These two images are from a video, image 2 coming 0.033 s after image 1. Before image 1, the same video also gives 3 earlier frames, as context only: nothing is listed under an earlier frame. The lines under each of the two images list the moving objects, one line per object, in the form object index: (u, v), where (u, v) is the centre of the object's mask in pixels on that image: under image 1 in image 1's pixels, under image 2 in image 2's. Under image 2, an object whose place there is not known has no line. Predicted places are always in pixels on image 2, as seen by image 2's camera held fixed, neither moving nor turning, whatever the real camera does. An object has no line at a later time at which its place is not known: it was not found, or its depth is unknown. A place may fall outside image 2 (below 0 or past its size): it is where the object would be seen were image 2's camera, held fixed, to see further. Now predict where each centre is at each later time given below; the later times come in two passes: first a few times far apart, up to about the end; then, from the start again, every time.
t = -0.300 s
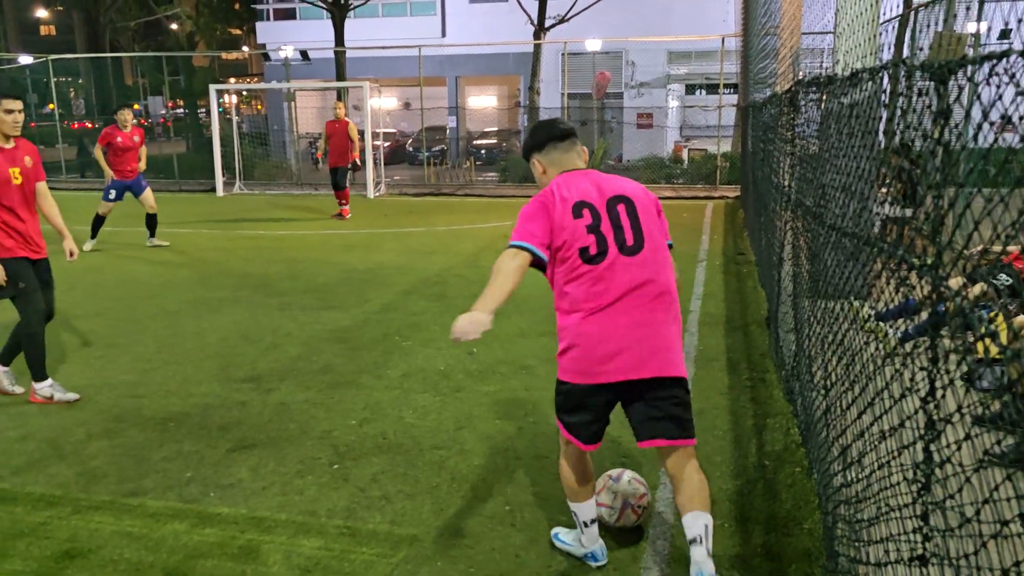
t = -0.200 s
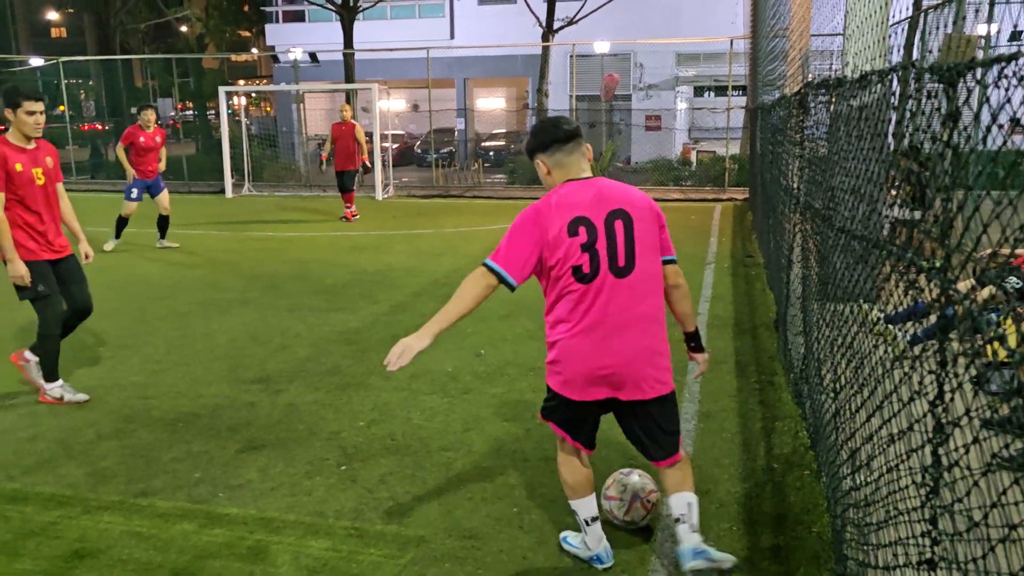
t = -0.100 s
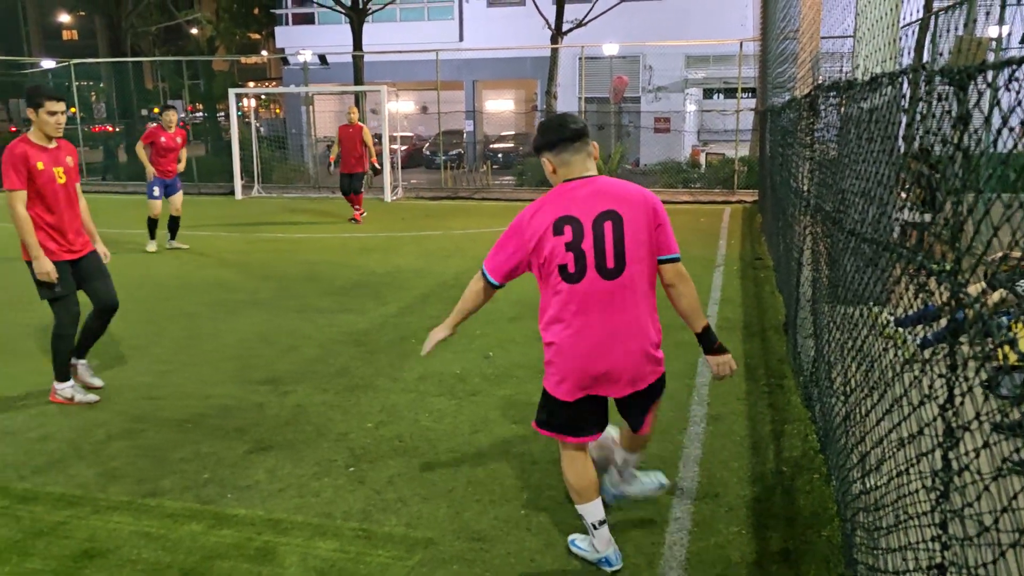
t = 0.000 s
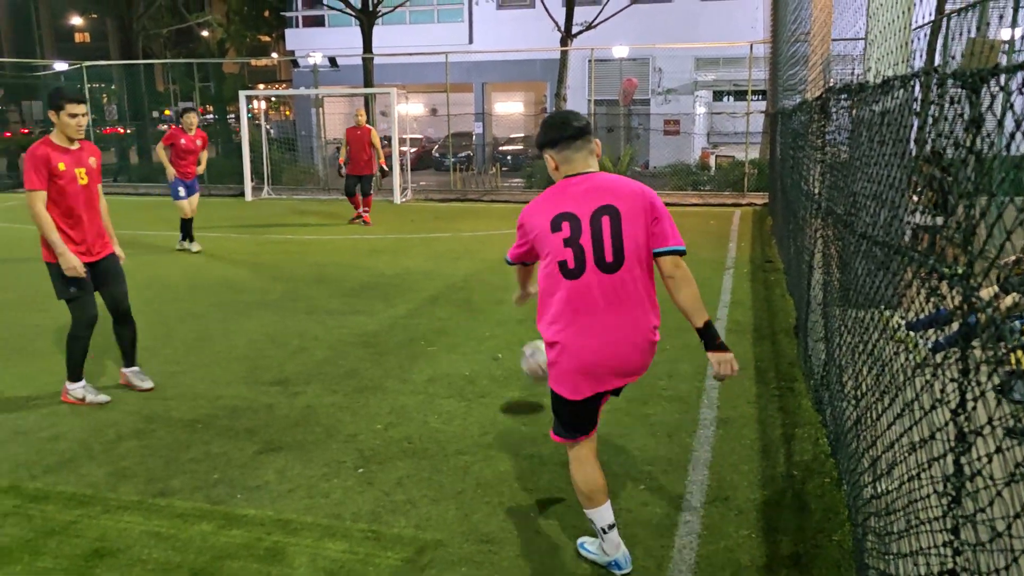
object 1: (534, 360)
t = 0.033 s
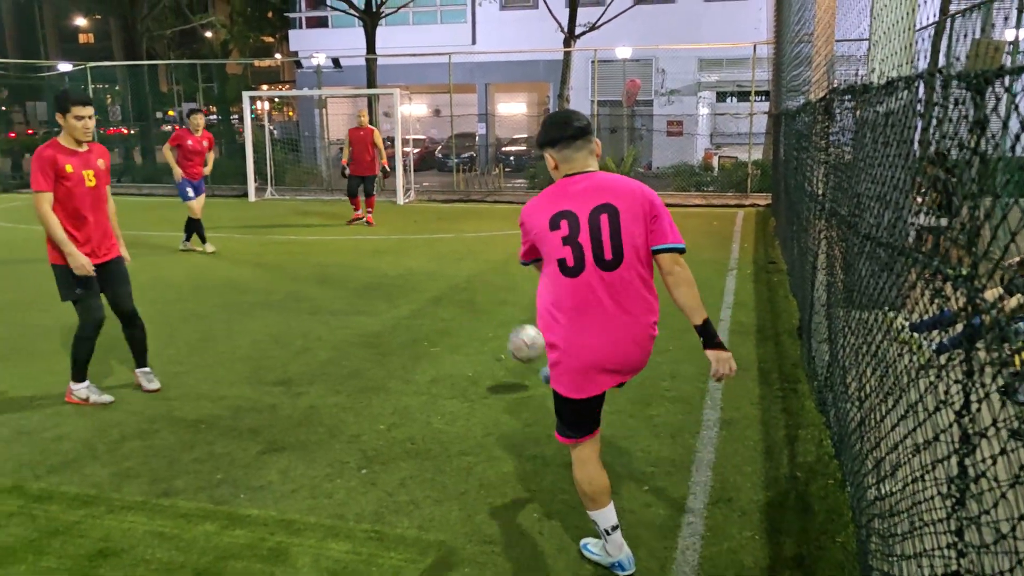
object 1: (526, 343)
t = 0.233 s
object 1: (459, 291)
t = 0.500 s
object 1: (422, 245)
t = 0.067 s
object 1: (510, 329)
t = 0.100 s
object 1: (497, 319)
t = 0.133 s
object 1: (485, 313)
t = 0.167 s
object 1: (475, 308)
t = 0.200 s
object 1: (466, 305)
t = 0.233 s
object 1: (459, 291)
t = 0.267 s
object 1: (453, 279)
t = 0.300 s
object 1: (447, 269)
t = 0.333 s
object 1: (442, 261)
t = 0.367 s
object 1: (437, 256)
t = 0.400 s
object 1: (433, 251)
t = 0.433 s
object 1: (429, 248)
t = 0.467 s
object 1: (425, 246)
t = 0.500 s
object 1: (422, 245)
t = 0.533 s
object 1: (418, 246)
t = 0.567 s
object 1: (415, 248)
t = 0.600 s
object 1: (410, 241)
